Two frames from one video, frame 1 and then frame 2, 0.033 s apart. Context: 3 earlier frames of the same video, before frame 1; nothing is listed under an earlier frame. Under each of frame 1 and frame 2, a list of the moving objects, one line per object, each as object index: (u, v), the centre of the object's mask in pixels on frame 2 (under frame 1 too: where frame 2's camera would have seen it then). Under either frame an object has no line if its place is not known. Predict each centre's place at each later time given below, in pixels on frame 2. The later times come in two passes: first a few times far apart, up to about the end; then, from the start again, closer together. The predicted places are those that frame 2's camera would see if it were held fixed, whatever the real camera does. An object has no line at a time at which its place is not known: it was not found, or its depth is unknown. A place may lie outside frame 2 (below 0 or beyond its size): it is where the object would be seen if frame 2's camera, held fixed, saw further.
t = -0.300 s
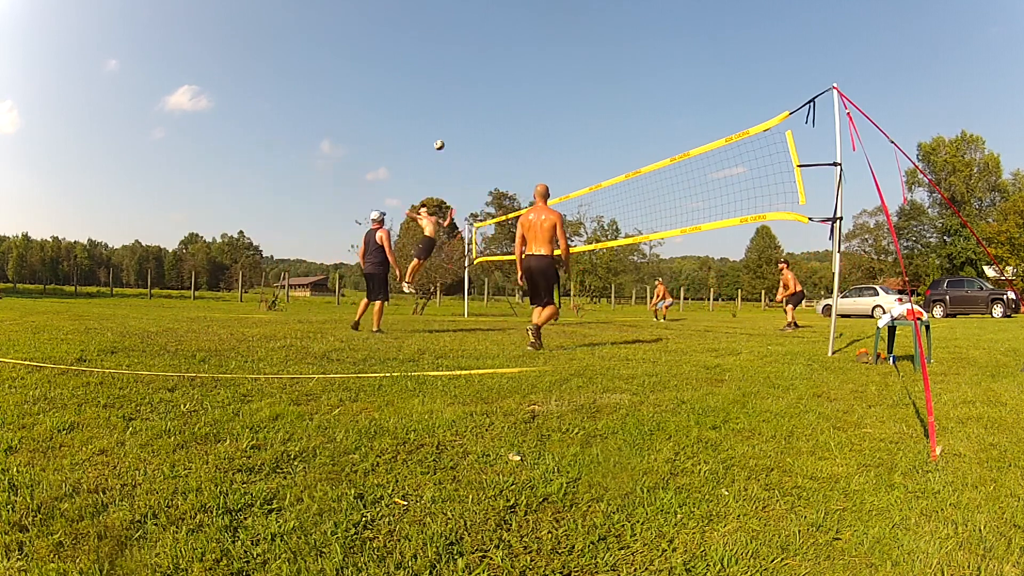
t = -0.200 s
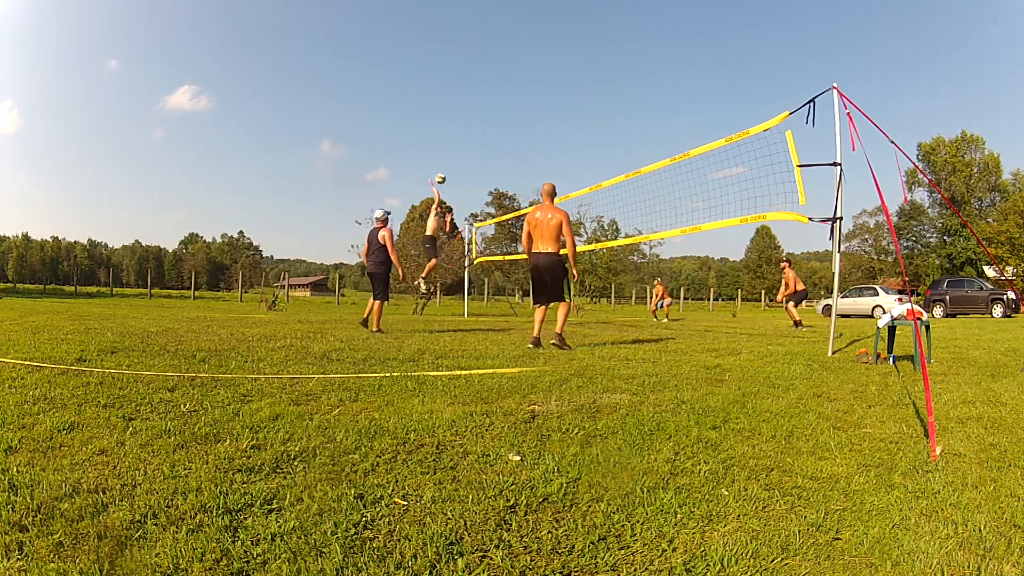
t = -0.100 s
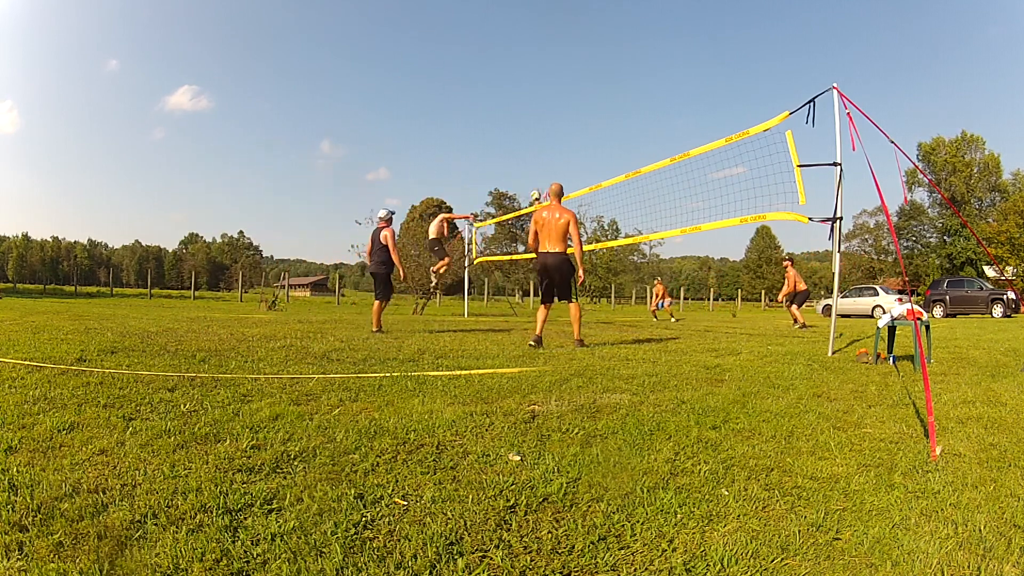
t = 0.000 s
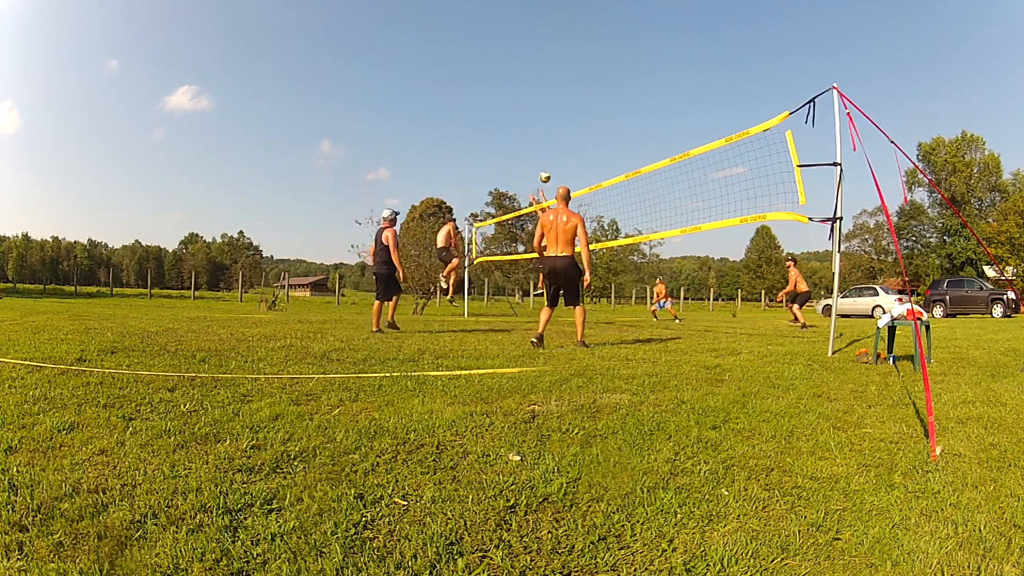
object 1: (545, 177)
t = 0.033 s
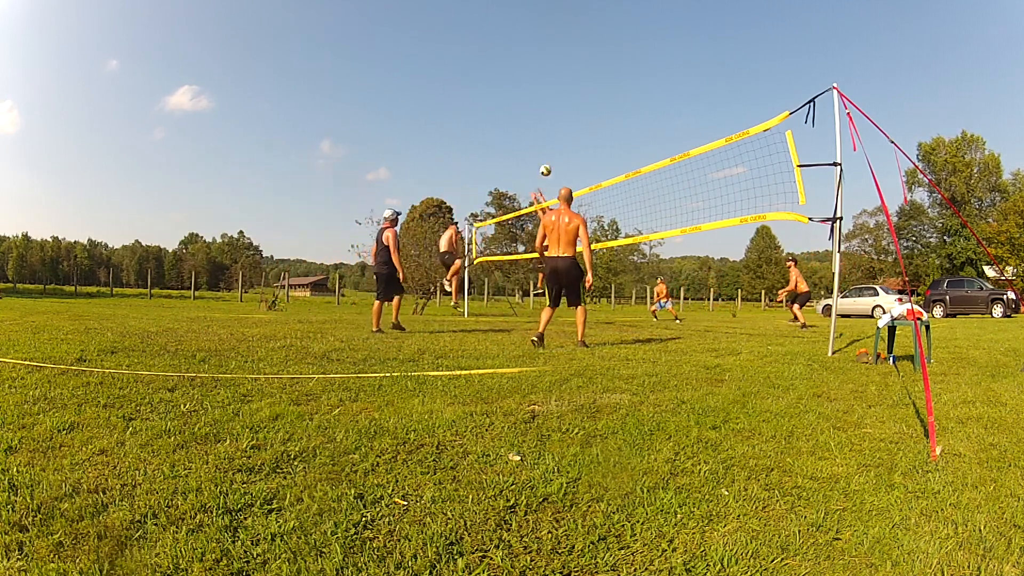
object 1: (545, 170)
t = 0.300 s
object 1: (562, 124)
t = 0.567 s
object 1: (616, 113)
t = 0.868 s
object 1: (842, 306)
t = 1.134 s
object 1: (771, 405)
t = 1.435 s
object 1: (701, 394)
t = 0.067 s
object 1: (546, 163)
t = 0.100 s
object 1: (547, 156)
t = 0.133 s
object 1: (549, 150)
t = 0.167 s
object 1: (551, 144)
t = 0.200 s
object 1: (553, 139)
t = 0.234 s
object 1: (556, 133)
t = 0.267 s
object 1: (559, 128)
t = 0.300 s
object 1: (562, 124)
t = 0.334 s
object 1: (566, 120)
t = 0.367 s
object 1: (571, 116)
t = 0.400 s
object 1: (576, 113)
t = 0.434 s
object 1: (582, 111)
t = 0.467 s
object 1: (589, 110)
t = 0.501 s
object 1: (597, 110)
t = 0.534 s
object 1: (606, 111)
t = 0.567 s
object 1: (616, 113)
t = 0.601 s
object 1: (629, 117)
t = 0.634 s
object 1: (643, 123)
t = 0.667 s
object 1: (659, 132)
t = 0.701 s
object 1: (678, 144)
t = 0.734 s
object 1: (702, 161)
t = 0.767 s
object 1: (729, 184)
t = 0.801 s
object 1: (761, 214)
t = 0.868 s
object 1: (842, 306)
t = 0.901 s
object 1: (889, 373)
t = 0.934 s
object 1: (922, 420)
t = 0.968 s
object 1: (904, 410)
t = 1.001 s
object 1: (872, 407)
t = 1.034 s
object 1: (843, 408)
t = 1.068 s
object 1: (813, 408)
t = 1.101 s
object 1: (789, 408)
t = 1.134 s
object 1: (771, 405)
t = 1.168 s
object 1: (759, 402)
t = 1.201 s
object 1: (748, 399)
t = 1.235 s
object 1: (738, 398)
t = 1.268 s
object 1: (728, 397)
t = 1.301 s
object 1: (720, 398)
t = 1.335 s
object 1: (715, 398)
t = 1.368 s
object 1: (710, 396)
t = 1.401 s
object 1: (706, 394)
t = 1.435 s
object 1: (701, 394)
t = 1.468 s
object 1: (697, 393)
